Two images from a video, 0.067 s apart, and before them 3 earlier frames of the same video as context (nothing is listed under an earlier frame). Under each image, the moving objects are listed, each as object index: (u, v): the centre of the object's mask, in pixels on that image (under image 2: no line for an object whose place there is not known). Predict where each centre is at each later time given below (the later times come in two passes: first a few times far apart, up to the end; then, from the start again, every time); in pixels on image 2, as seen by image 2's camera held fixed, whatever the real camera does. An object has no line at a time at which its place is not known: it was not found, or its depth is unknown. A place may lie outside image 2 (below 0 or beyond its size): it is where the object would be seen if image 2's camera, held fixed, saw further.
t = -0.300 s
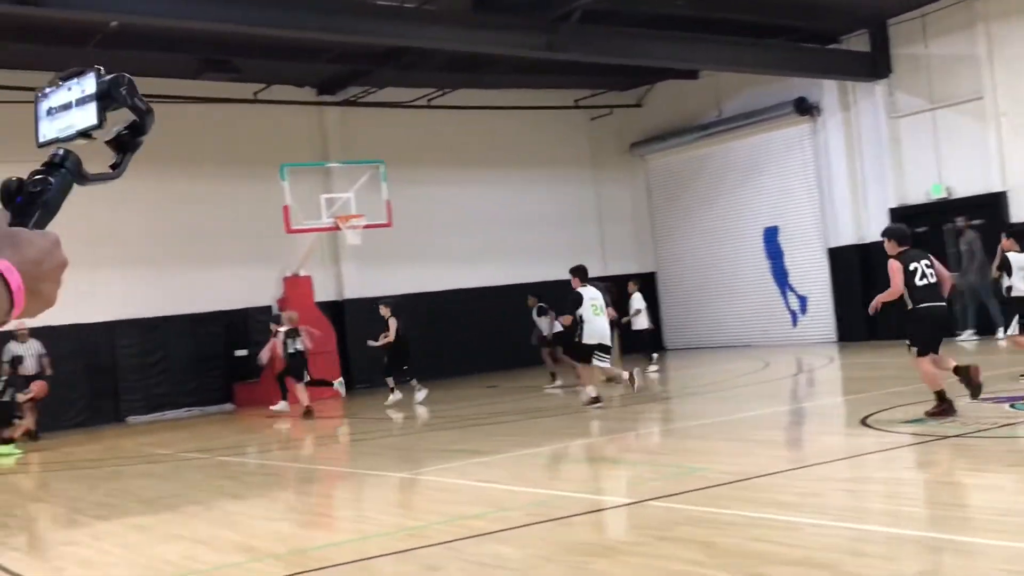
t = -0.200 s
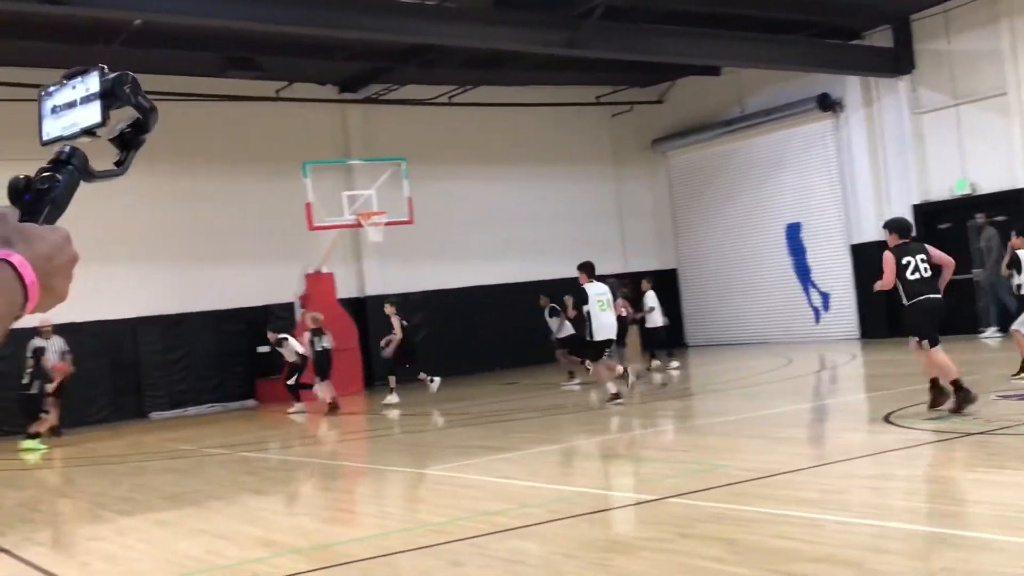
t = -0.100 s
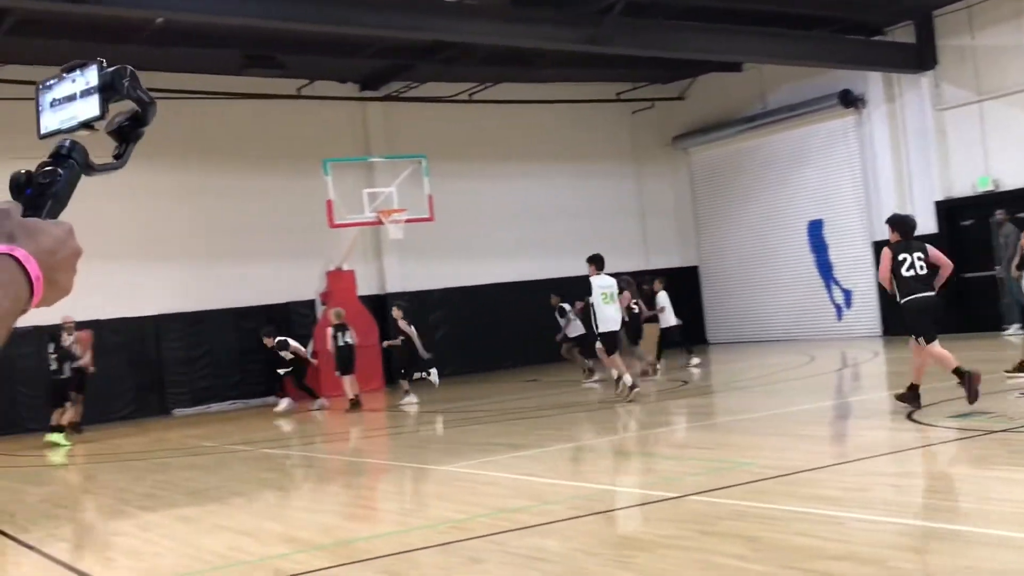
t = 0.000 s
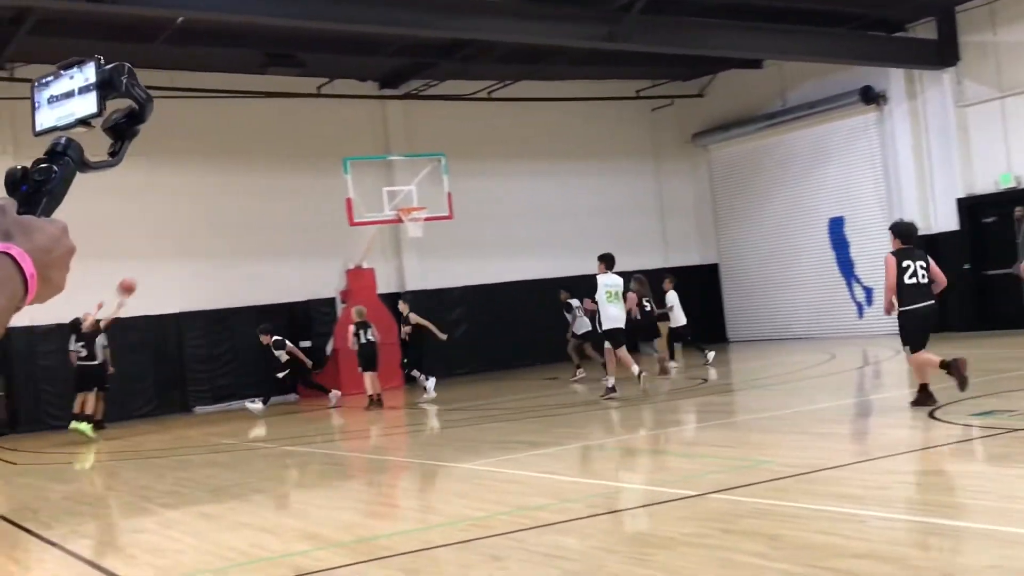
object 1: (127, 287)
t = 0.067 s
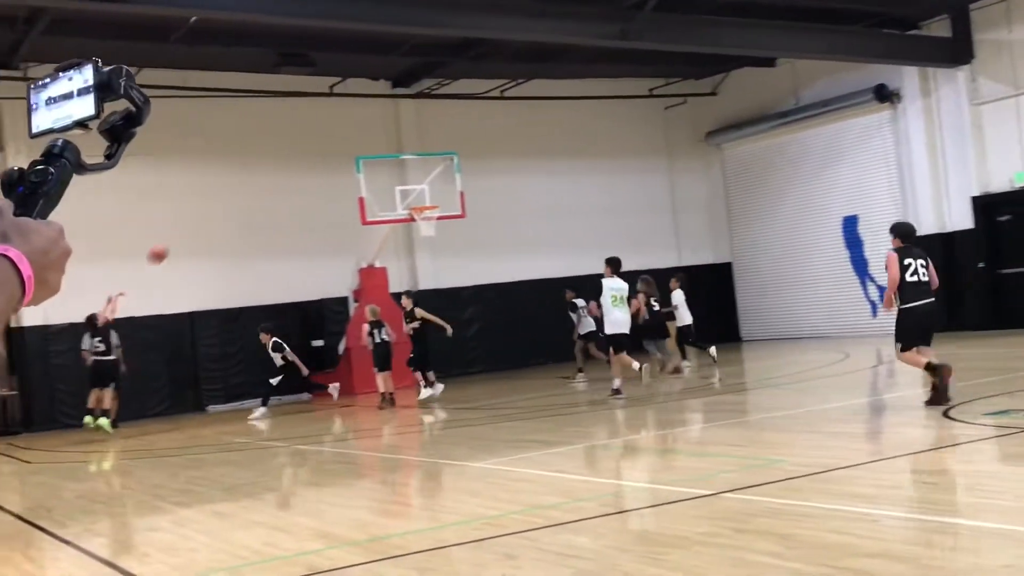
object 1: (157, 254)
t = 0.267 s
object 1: (208, 178)
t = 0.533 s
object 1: (274, 125)
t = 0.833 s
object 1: (348, 124)
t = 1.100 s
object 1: (412, 169)
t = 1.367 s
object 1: (457, 182)
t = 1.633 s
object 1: (492, 186)
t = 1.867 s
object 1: (526, 223)
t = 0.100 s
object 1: (166, 239)
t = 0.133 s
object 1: (174, 225)
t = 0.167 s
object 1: (183, 212)
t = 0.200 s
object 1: (191, 200)
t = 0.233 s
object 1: (199, 189)
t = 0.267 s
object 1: (208, 178)
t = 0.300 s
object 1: (216, 167)
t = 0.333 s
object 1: (225, 160)
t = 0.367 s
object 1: (233, 152)
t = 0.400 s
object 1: (241, 145)
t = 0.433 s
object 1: (249, 139)
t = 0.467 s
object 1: (258, 133)
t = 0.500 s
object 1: (266, 129)
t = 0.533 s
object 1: (274, 125)
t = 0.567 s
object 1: (283, 122)
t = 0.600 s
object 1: (292, 120)
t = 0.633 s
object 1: (300, 118)
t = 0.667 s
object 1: (308, 117)
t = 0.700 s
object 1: (316, 117)
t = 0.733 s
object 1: (324, 118)
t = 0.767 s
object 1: (332, 119)
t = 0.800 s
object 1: (340, 122)
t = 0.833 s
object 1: (348, 124)
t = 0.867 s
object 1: (356, 128)
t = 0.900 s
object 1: (363, 132)
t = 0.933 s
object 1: (371, 137)
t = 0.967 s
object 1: (379, 142)
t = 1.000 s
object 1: (388, 149)
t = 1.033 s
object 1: (396, 155)
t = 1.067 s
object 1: (404, 162)
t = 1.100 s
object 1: (412, 169)
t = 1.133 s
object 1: (420, 178)
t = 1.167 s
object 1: (428, 186)
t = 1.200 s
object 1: (436, 196)
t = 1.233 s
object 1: (440, 196)
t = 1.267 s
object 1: (444, 191)
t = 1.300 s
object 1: (448, 187)
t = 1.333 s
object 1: (452, 185)
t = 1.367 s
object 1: (457, 182)
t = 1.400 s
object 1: (461, 181)
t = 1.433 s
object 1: (466, 180)
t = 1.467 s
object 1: (470, 179)
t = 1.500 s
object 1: (474, 179)
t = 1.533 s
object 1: (479, 180)
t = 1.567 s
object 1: (483, 181)
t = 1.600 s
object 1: (488, 183)
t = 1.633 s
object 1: (492, 186)
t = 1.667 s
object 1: (497, 190)
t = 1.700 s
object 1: (502, 194)
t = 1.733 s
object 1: (507, 199)
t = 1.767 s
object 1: (511, 204)
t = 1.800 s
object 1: (516, 210)
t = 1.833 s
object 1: (521, 216)
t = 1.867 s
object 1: (526, 223)
